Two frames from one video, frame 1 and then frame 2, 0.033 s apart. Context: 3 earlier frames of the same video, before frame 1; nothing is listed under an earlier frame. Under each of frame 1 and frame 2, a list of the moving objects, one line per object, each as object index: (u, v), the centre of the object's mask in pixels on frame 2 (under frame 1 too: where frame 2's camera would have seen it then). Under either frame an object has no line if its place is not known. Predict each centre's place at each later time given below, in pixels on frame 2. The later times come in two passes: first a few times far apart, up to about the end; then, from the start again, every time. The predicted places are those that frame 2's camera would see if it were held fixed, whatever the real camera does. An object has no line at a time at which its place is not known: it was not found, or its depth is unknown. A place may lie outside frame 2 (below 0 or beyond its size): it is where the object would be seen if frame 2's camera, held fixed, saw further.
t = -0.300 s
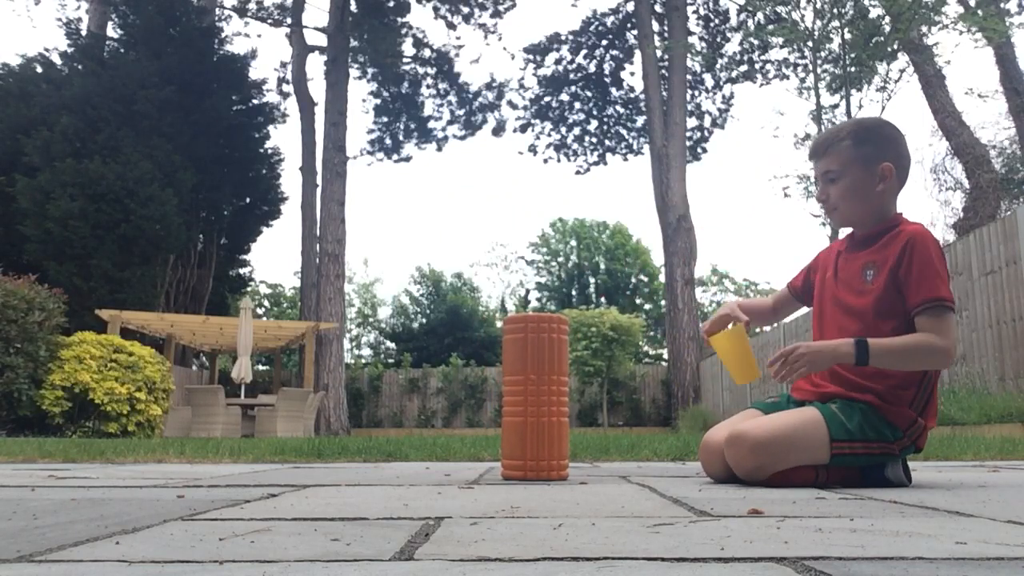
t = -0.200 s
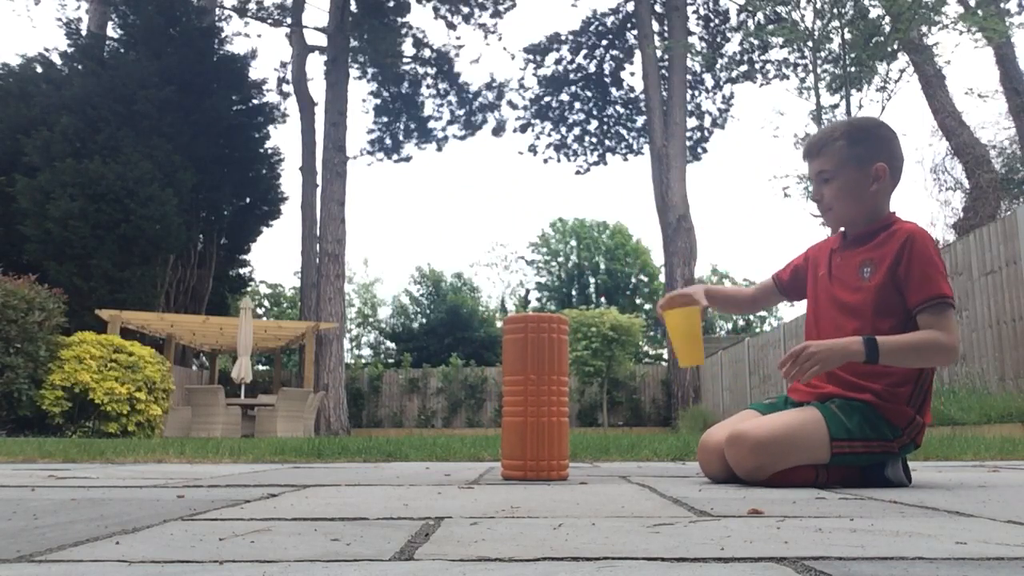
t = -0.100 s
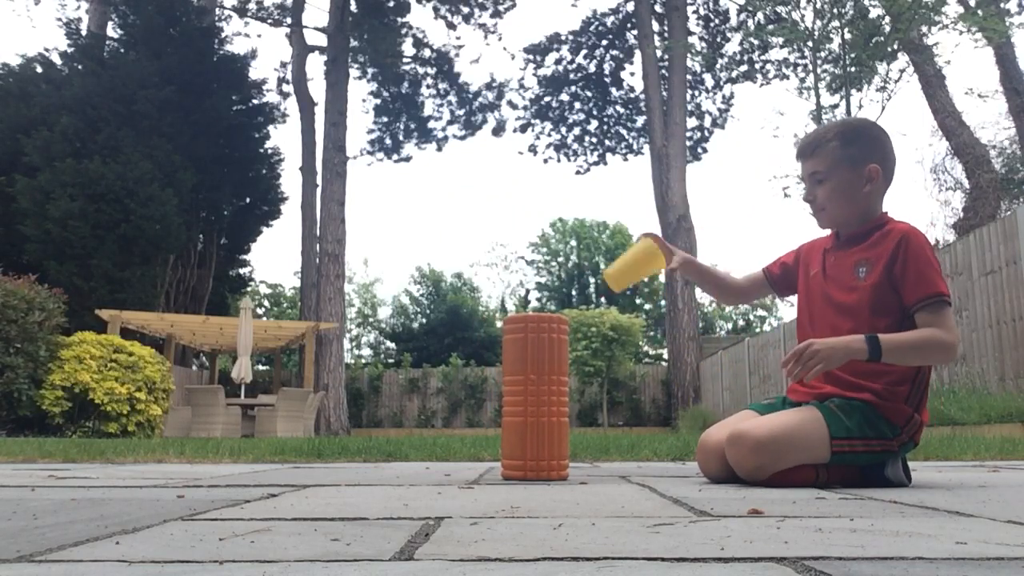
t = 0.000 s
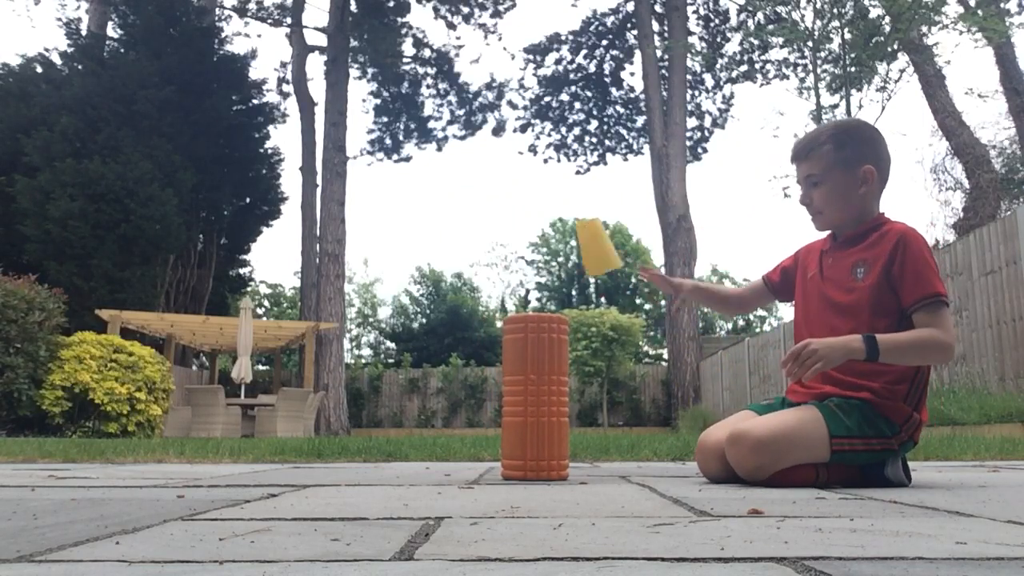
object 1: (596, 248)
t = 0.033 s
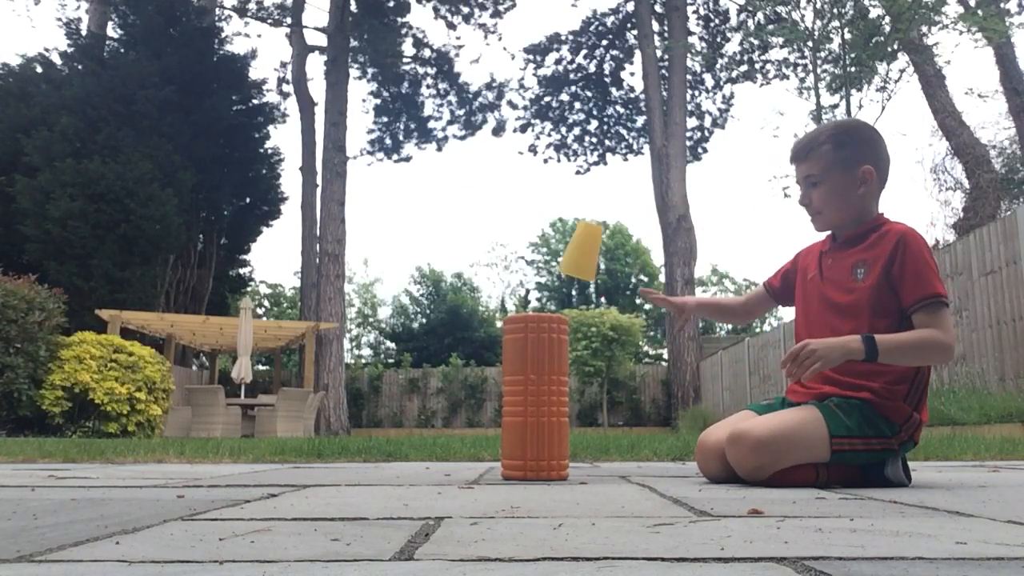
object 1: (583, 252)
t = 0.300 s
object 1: (509, 280)
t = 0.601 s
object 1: (444, 383)
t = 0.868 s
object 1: (353, 412)
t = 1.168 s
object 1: (289, 453)
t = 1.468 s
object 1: (268, 461)
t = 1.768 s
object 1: (235, 462)
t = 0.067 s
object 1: (569, 260)
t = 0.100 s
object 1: (556, 272)
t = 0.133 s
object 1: (544, 287)
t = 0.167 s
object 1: (535, 287)
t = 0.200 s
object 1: (527, 289)
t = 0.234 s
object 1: (521, 282)
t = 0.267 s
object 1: (515, 278)
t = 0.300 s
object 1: (509, 280)
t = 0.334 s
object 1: (503, 286)
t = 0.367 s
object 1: (497, 297)
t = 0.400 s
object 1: (490, 304)
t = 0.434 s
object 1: (481, 305)
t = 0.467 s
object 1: (473, 312)
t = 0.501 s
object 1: (466, 323)
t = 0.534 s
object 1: (458, 339)
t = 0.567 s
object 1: (451, 359)
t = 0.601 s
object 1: (444, 383)
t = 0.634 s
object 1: (436, 412)
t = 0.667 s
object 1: (428, 445)
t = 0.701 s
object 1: (415, 454)
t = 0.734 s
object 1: (403, 436)
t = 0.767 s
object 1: (390, 423)
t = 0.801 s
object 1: (378, 415)
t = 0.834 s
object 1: (365, 412)
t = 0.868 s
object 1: (353, 412)
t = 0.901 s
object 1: (342, 418)
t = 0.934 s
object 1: (330, 431)
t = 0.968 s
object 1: (319, 447)
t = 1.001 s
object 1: (315, 445)
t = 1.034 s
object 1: (311, 446)
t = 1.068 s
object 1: (305, 446)
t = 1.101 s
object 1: (299, 448)
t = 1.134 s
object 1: (294, 449)
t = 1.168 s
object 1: (289, 453)
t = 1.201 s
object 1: (283, 460)
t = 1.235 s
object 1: (281, 457)
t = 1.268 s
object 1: (281, 455)
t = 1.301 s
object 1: (280, 457)
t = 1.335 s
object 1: (278, 461)
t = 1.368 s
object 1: (276, 458)
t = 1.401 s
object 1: (273, 459)
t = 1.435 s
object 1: (271, 462)
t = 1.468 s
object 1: (268, 461)
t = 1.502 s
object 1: (266, 462)
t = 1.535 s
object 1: (264, 462)
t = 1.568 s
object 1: (261, 462)
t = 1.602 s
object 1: (257, 462)
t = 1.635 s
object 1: (253, 462)
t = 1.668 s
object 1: (249, 462)
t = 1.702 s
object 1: (245, 462)
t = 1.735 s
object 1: (240, 462)
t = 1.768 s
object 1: (235, 462)
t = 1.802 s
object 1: (230, 462)
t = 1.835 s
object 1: (225, 462)
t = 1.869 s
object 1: (220, 462)
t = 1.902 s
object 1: (215, 462)
